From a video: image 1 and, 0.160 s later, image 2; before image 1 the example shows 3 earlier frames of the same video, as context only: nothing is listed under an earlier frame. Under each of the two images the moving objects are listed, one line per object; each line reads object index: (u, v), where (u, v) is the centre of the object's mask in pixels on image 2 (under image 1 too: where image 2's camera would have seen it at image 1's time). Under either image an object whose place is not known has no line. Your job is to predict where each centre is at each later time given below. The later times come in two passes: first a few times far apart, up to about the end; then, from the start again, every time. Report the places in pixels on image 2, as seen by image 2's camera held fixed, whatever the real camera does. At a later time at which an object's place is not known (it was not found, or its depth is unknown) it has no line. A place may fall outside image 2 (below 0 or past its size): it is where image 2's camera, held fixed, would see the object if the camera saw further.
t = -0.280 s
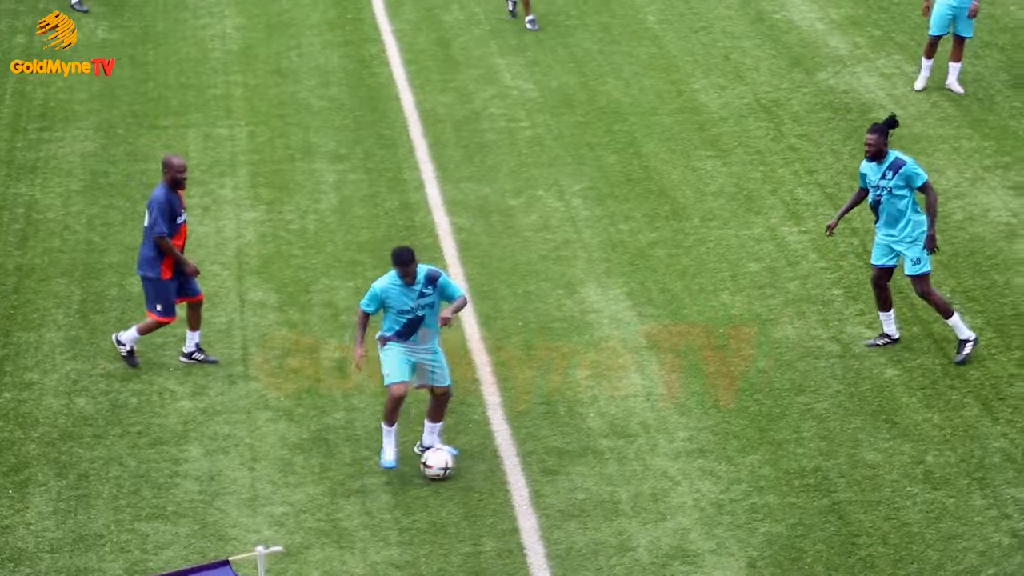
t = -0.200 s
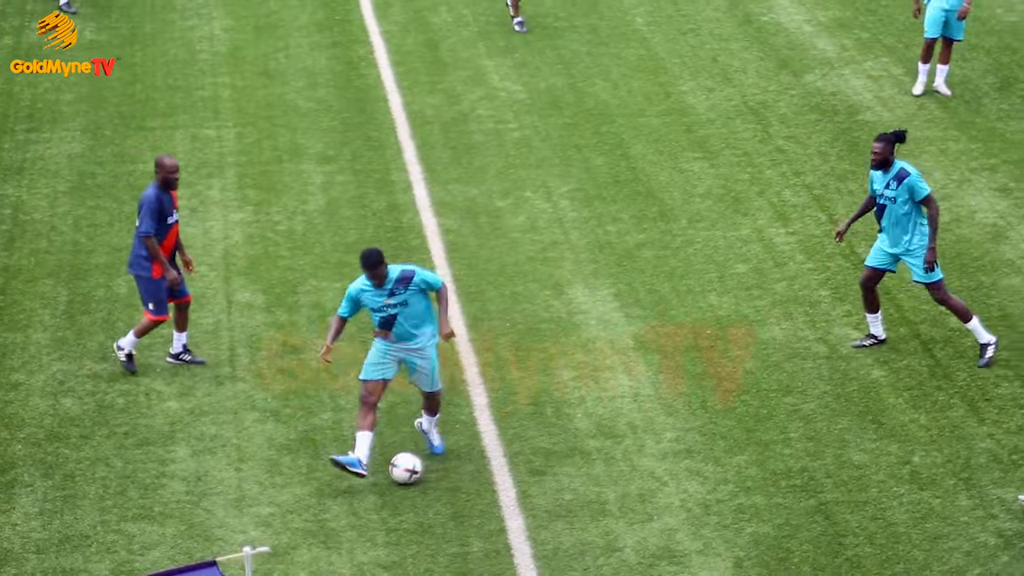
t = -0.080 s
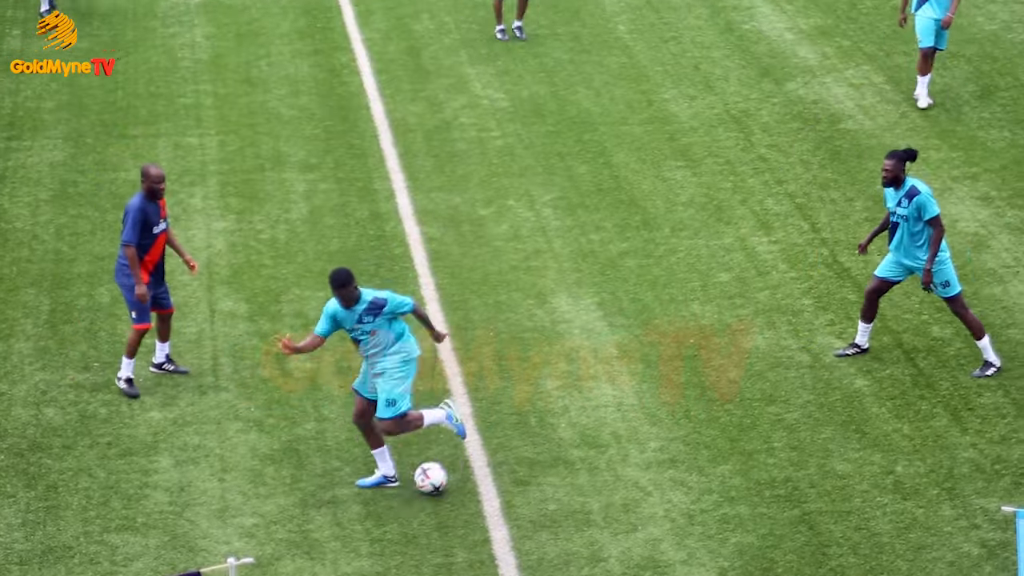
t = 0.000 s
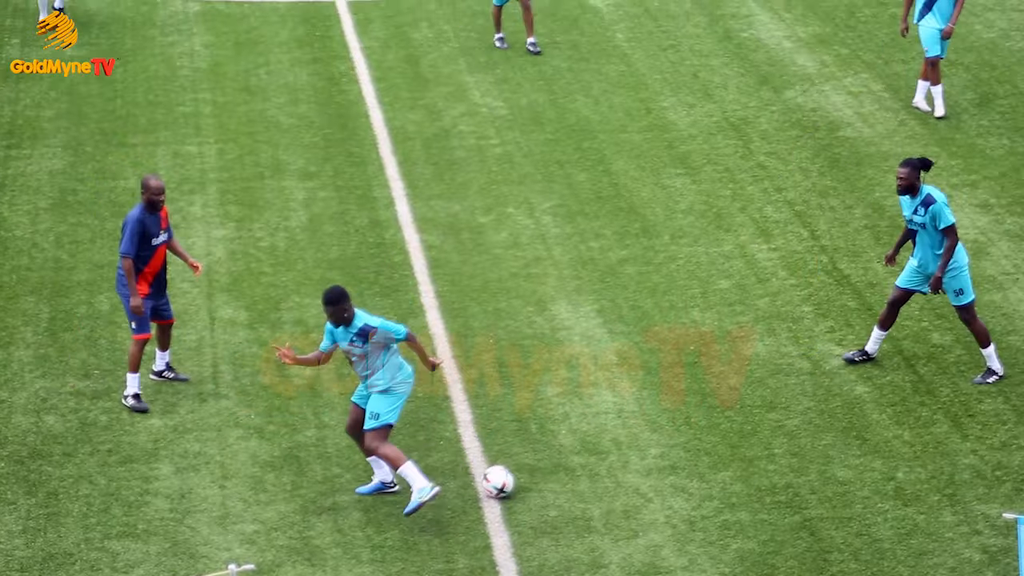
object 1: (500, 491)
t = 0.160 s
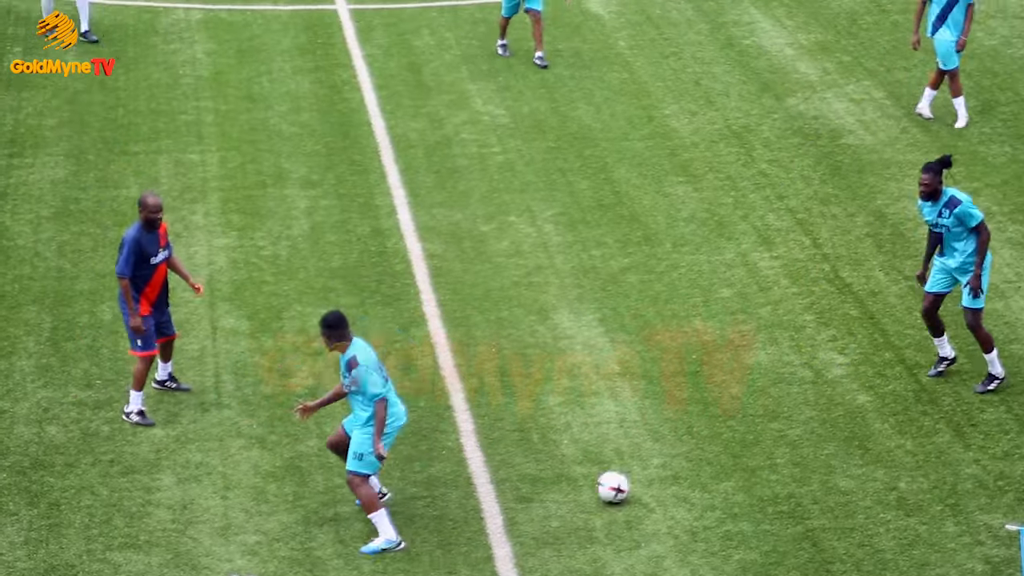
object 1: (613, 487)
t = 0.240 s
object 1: (660, 486)
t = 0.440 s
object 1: (756, 483)
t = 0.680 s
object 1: (852, 483)
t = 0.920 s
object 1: (944, 483)
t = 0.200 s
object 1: (636, 486)
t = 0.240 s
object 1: (660, 486)
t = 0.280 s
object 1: (681, 484)
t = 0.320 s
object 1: (702, 484)
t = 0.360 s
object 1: (720, 483)
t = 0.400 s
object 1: (738, 483)
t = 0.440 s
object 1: (756, 483)
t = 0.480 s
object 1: (772, 483)
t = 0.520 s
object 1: (788, 484)
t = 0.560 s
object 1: (804, 483)
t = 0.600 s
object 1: (820, 482)
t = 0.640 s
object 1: (837, 482)
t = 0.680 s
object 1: (852, 483)
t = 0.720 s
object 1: (867, 483)
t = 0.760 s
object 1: (882, 484)
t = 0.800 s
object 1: (897, 484)
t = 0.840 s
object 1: (911, 483)
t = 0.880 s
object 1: (928, 482)
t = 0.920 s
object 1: (944, 483)
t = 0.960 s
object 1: (958, 483)
